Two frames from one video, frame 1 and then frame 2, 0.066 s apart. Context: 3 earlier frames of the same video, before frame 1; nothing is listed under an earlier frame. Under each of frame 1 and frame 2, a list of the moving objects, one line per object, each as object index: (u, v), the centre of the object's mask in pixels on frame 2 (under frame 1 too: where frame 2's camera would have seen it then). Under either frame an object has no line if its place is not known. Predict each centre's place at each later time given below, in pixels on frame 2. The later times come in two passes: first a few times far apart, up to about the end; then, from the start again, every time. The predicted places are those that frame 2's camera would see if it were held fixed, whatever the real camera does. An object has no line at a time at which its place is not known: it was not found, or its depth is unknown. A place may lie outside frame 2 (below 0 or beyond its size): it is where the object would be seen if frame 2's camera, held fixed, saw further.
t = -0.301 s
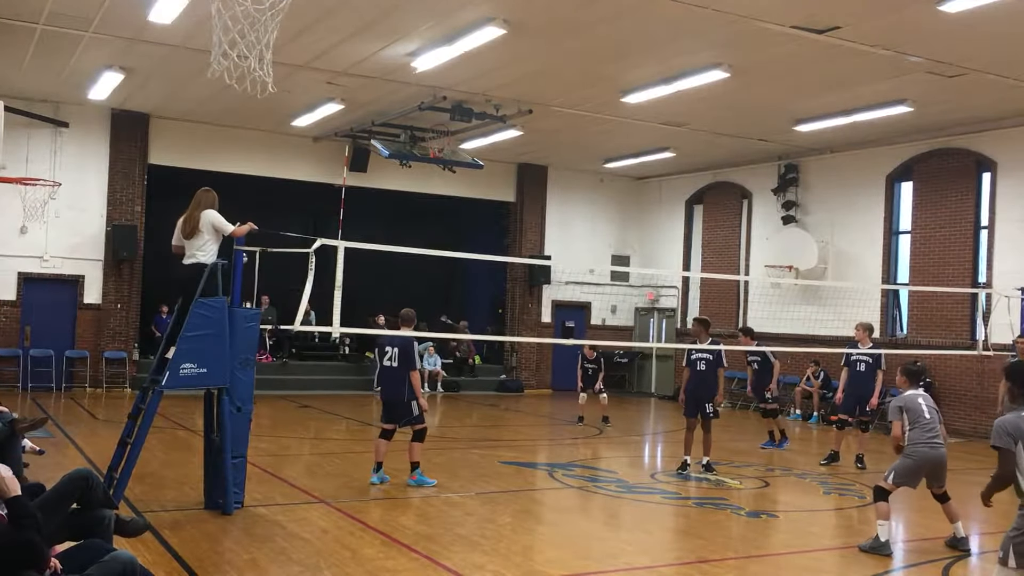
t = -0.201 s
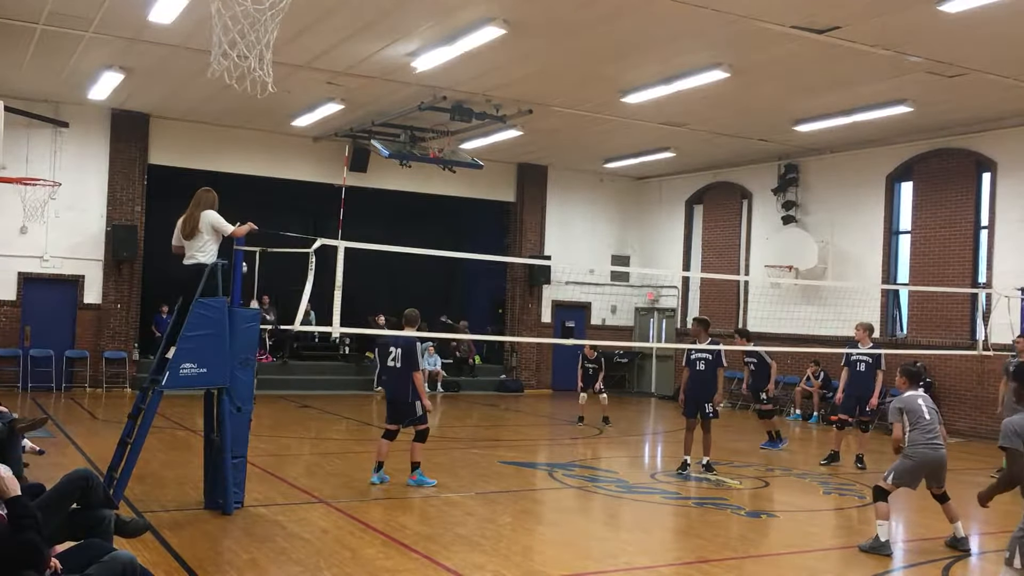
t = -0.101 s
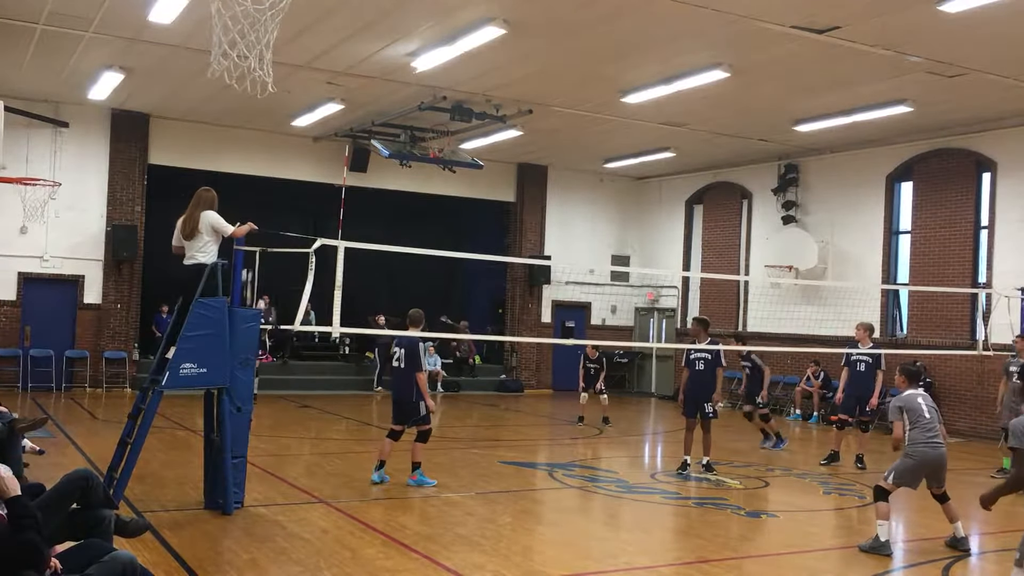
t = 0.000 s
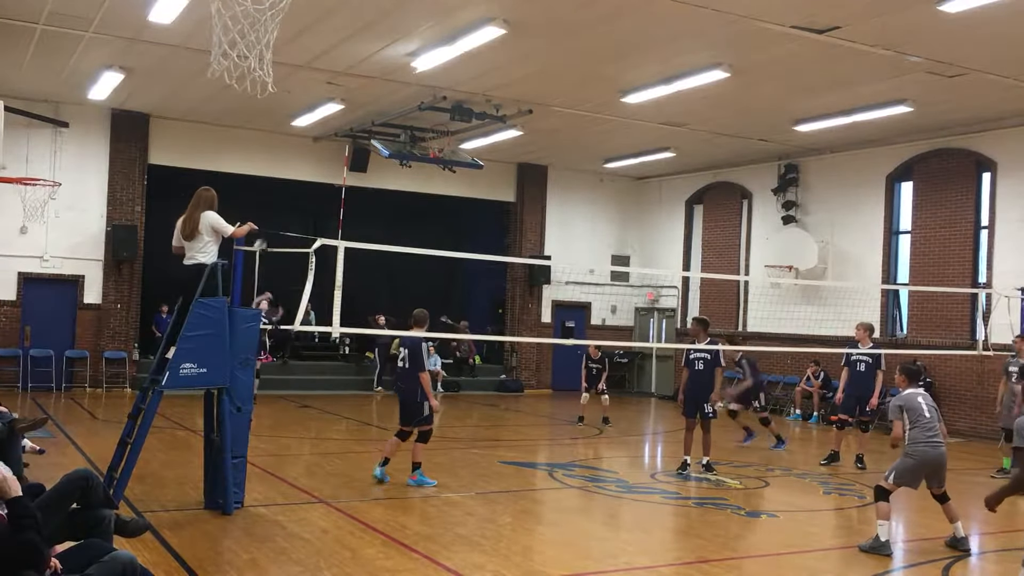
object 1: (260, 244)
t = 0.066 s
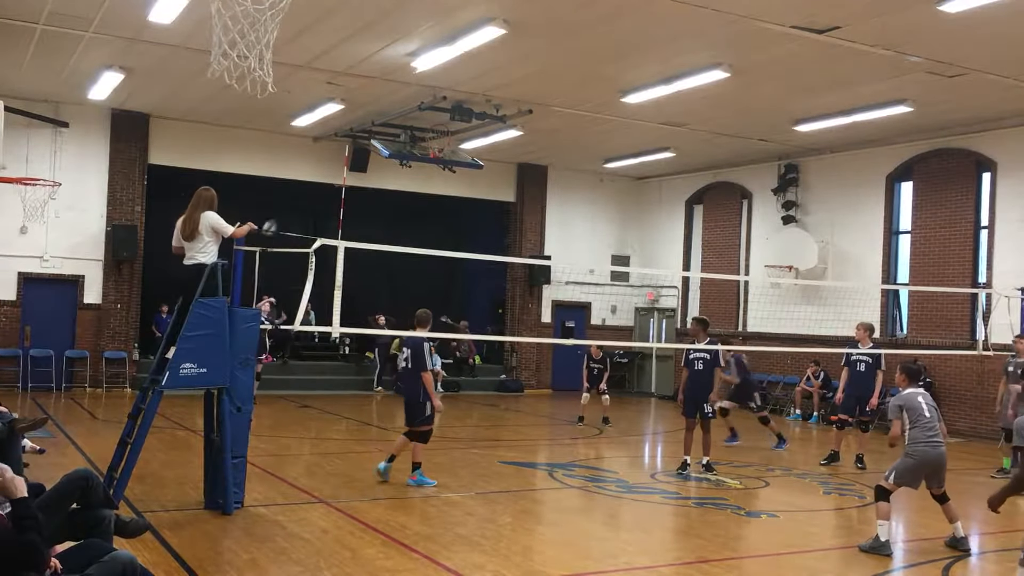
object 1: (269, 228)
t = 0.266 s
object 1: (302, 185)
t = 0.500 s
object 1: (353, 161)
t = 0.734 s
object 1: (404, 177)
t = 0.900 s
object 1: (443, 222)
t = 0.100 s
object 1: (274, 219)
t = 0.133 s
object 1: (279, 211)
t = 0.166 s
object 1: (285, 203)
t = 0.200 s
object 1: (291, 196)
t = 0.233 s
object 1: (297, 189)
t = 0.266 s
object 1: (302, 185)
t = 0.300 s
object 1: (309, 179)
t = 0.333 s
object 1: (316, 173)
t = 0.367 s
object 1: (323, 168)
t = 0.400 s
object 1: (330, 165)
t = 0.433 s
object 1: (337, 163)
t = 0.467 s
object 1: (345, 161)
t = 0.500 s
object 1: (353, 161)
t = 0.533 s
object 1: (359, 160)
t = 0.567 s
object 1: (366, 160)
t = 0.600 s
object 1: (374, 162)
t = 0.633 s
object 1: (381, 164)
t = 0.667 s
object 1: (388, 167)
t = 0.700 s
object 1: (394, 171)
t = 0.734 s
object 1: (404, 177)
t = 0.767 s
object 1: (412, 184)
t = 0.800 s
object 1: (420, 193)
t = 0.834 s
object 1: (428, 201)
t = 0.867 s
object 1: (435, 210)
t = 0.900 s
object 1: (443, 222)
